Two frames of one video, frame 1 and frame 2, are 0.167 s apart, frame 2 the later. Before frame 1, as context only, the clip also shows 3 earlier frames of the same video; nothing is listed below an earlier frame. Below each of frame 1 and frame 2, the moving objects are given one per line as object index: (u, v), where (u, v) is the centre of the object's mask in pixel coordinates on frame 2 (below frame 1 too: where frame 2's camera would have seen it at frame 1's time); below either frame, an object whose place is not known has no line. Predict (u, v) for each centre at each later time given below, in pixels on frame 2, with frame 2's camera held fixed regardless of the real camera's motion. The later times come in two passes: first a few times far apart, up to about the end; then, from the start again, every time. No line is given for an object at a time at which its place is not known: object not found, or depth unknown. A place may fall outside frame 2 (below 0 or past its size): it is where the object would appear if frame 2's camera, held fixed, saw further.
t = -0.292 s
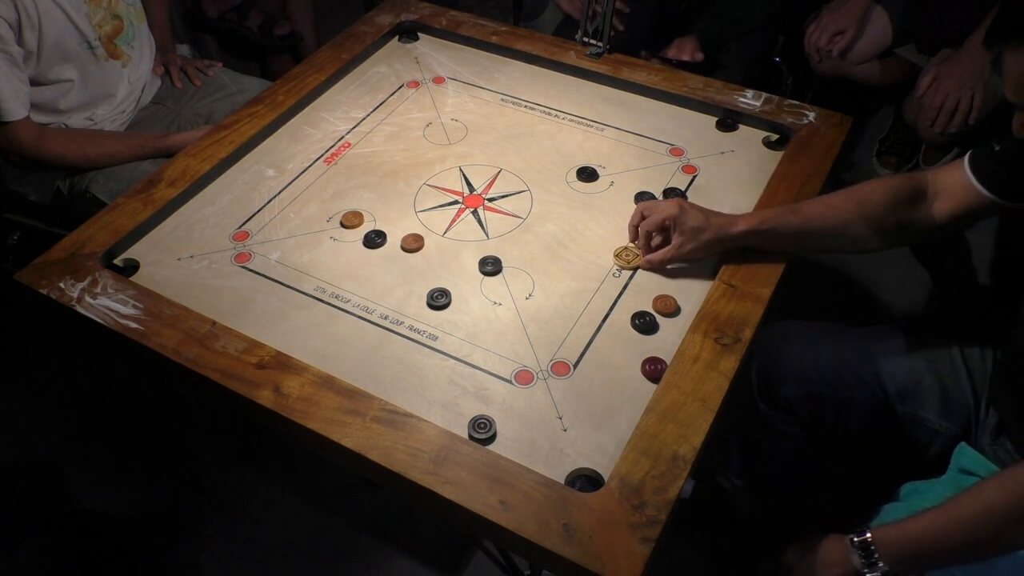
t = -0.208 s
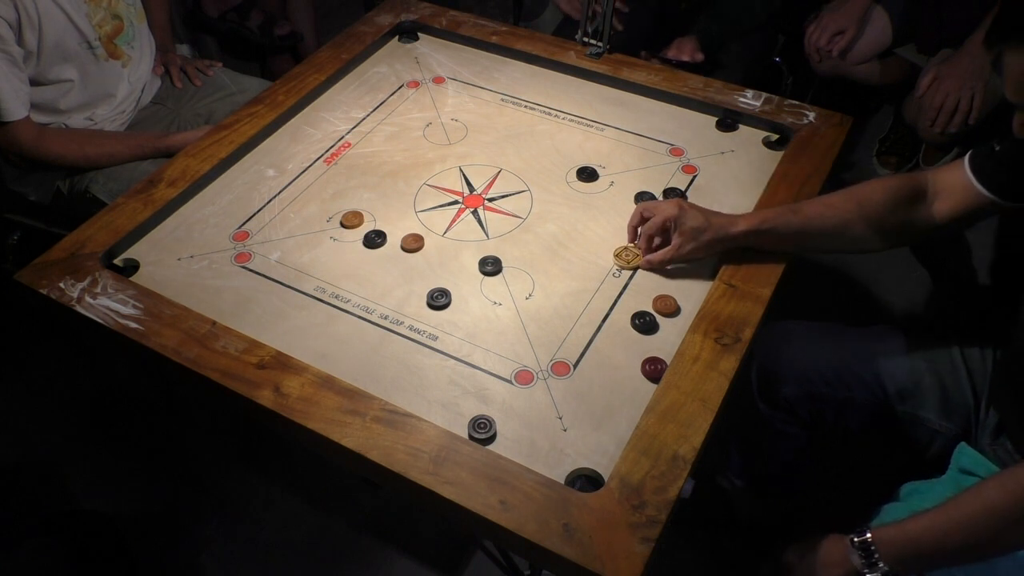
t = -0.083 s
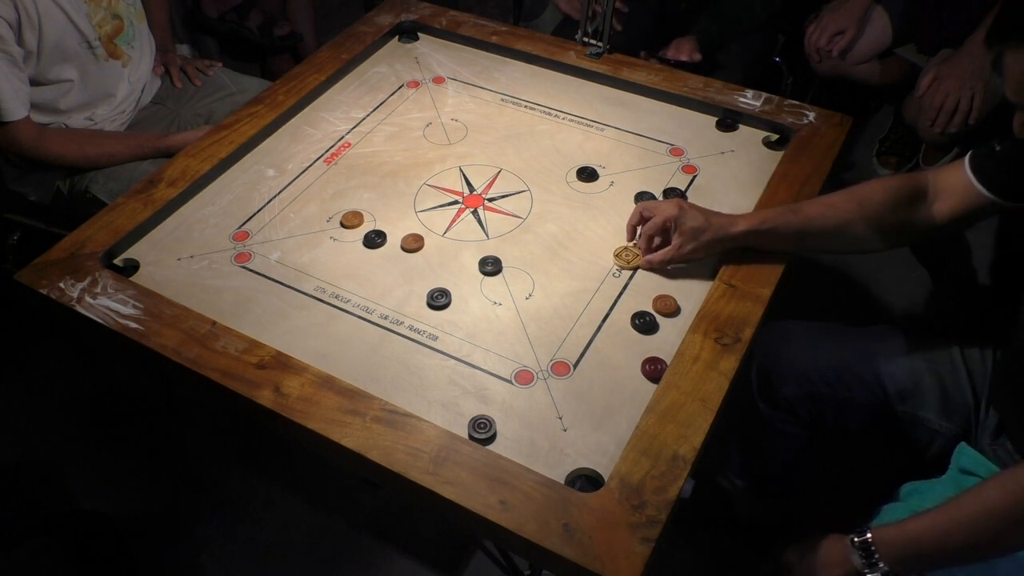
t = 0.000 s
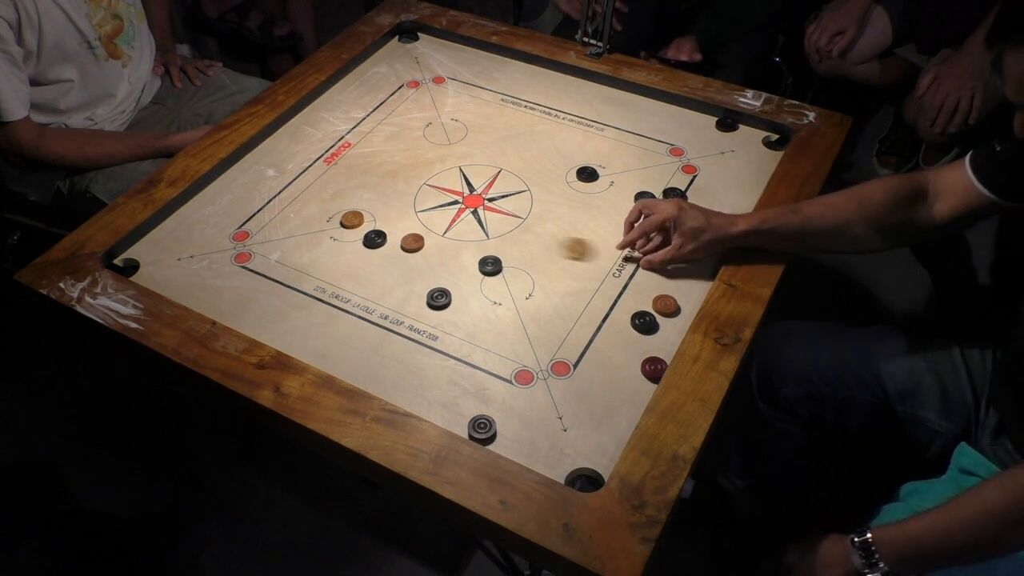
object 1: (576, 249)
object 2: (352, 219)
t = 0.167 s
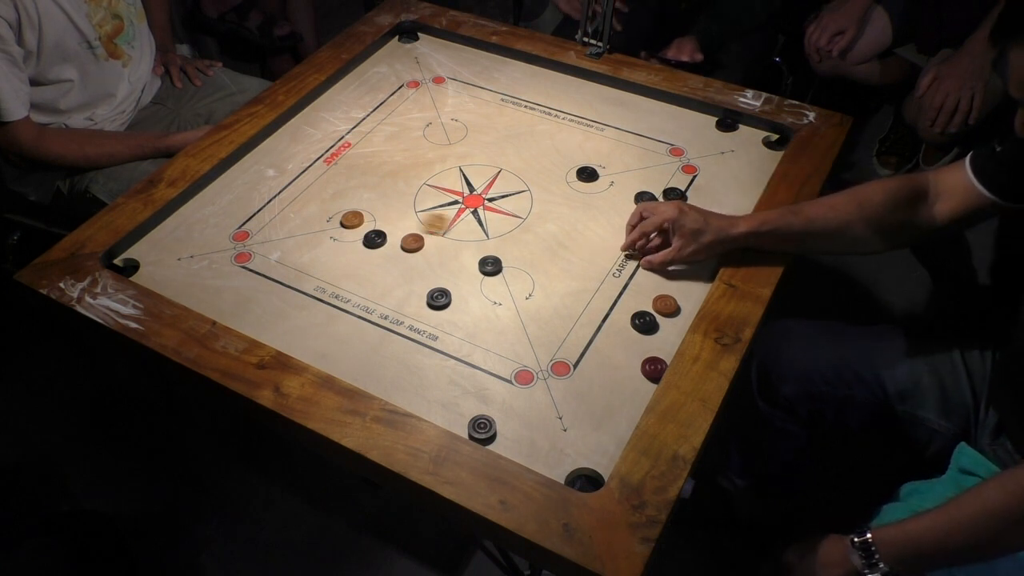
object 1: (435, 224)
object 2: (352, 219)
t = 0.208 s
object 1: (402, 218)
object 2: (352, 219)
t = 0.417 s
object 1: (318, 188)
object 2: (216, 240)
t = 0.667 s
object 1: (256, 163)
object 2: (144, 278)
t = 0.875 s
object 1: (270, 164)
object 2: (164, 279)
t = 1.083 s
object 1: (273, 165)
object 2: (165, 279)
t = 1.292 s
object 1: (273, 165)
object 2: (165, 279)
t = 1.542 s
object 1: (273, 165)
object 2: (165, 279)
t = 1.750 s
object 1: (273, 165)
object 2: (165, 279)
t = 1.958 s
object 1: (273, 165)
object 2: (165, 279)
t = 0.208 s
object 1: (402, 218)
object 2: (352, 219)
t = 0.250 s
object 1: (374, 212)
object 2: (350, 219)
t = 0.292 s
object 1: (358, 206)
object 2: (315, 224)
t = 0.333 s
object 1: (343, 199)
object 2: (281, 230)
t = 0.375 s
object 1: (330, 194)
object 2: (247, 236)
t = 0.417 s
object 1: (318, 188)
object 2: (216, 240)
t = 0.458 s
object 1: (305, 183)
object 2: (184, 246)
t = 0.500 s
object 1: (293, 178)
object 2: (154, 250)
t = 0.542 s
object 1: (284, 174)
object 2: (135, 255)
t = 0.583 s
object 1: (274, 170)
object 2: (136, 267)
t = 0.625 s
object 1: (266, 167)
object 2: (139, 275)
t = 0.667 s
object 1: (256, 163)
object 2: (144, 278)
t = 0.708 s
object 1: (251, 161)
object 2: (151, 279)
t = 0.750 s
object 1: (257, 162)
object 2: (156, 279)
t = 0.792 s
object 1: (262, 163)
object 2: (160, 280)
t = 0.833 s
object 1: (266, 164)
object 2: (162, 280)
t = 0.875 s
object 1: (270, 164)
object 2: (164, 279)
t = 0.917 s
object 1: (272, 165)
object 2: (165, 279)
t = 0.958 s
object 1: (273, 165)
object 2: (165, 279)
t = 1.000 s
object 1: (273, 165)
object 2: (165, 279)
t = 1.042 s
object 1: (273, 165)
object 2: (165, 279)
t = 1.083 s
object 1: (273, 165)
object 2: (165, 279)
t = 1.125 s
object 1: (273, 165)
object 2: (165, 279)
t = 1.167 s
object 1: (273, 165)
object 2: (165, 279)
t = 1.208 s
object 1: (273, 165)
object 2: (165, 279)
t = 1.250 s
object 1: (273, 165)
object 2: (165, 279)
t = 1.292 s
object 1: (273, 165)
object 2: (165, 279)
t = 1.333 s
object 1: (273, 165)
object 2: (165, 279)
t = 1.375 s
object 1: (273, 165)
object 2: (165, 279)
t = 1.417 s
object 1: (273, 165)
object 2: (165, 279)
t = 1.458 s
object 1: (273, 165)
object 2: (165, 279)
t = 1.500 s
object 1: (273, 165)
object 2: (165, 279)
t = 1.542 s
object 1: (273, 165)
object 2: (165, 279)
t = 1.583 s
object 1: (273, 165)
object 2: (165, 279)
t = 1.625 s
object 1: (273, 165)
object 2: (165, 279)
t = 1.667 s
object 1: (273, 165)
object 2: (165, 279)
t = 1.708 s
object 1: (273, 165)
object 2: (165, 279)
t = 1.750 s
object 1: (273, 165)
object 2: (165, 279)
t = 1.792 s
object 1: (273, 165)
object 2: (165, 279)
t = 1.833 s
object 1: (273, 165)
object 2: (165, 279)
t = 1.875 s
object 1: (273, 165)
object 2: (165, 279)
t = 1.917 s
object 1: (273, 165)
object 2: (165, 279)
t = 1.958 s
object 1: (273, 165)
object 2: (165, 279)
